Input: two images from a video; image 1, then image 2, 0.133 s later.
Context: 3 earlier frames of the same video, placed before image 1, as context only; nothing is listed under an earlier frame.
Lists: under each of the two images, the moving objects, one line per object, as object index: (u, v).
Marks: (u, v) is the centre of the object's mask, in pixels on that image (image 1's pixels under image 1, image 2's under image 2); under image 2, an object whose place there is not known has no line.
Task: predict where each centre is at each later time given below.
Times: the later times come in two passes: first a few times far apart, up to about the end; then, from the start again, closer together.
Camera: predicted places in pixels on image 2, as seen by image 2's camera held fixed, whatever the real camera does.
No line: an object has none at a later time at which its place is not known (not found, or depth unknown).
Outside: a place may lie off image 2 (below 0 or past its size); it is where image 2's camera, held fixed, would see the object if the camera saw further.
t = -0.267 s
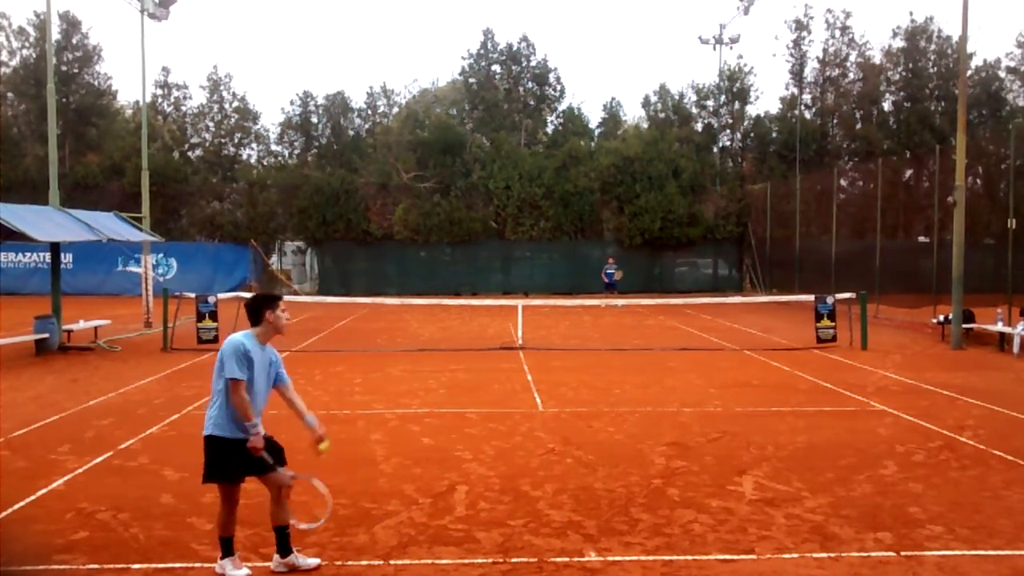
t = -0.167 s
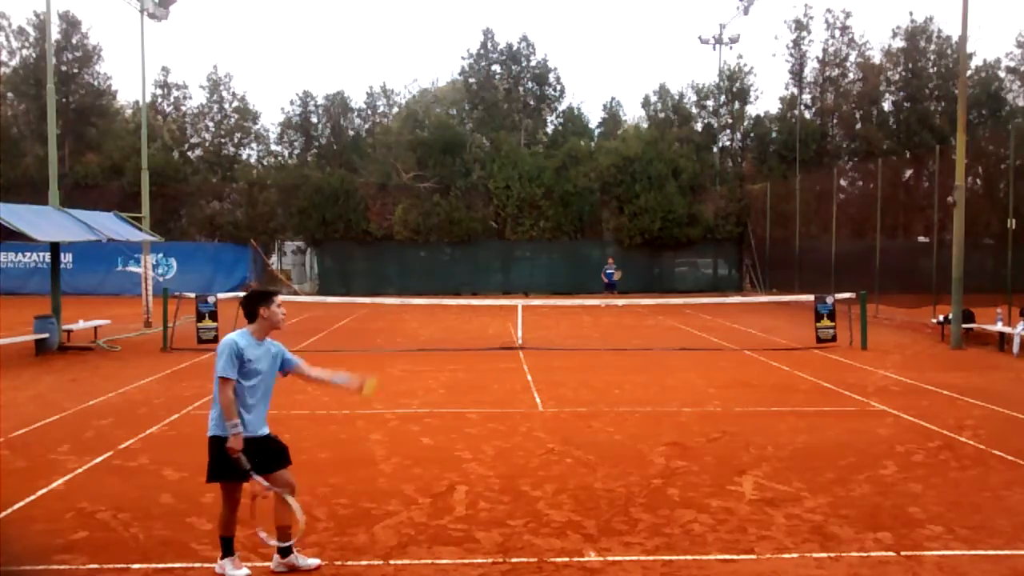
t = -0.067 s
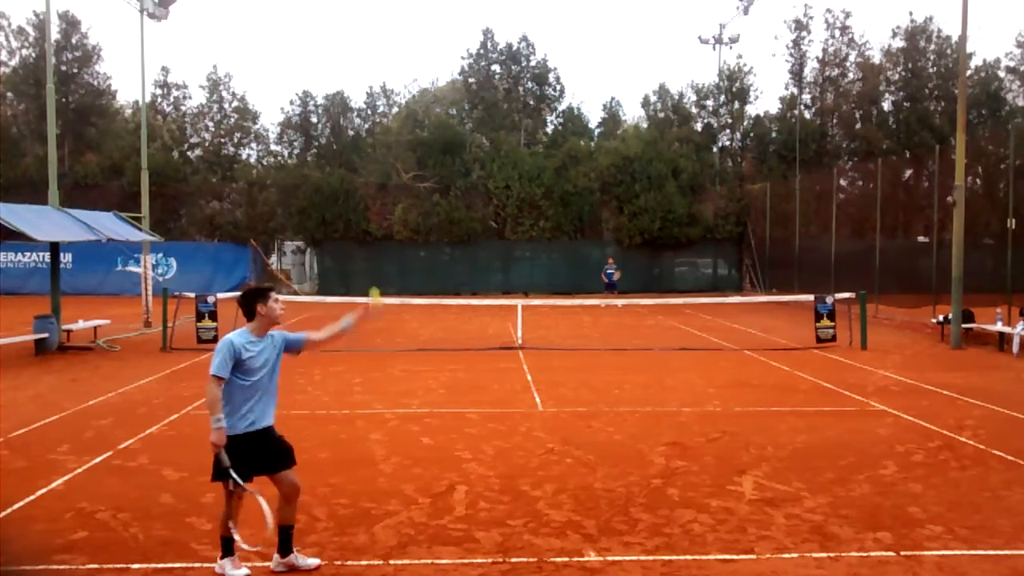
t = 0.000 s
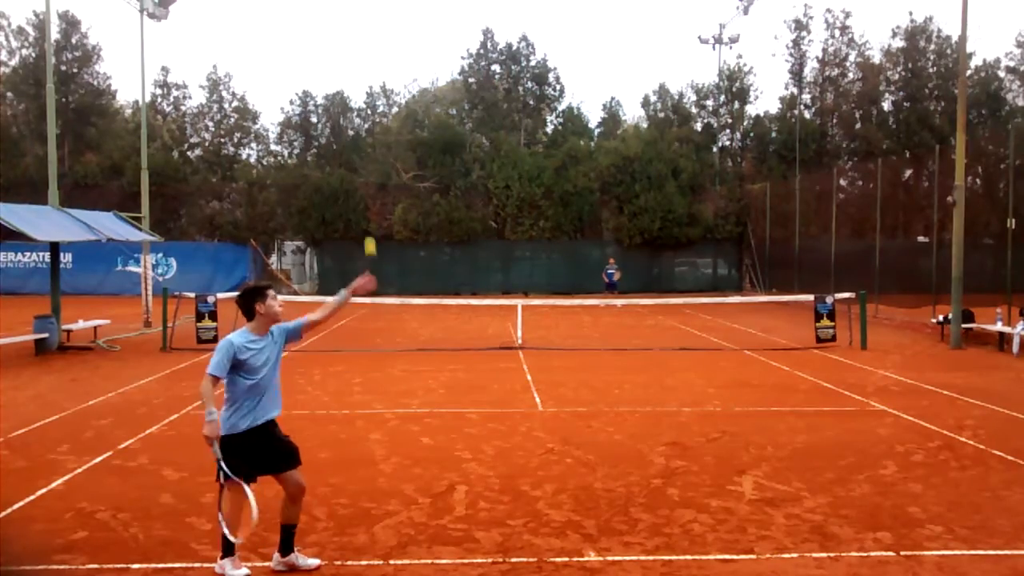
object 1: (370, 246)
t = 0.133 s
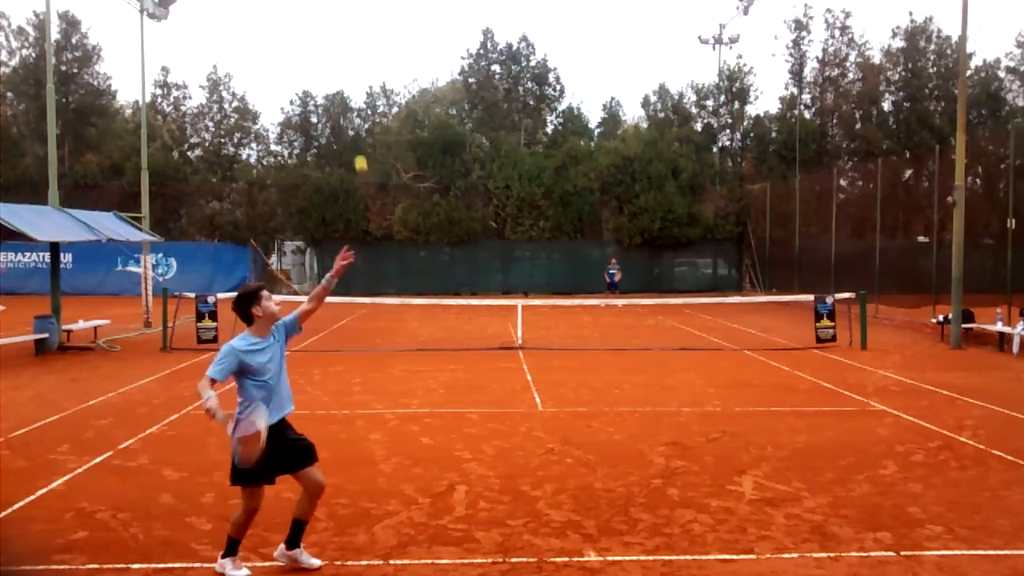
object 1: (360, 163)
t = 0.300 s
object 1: (348, 99)
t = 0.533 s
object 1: (333, 82)
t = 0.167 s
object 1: (358, 147)
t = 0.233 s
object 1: (353, 120)
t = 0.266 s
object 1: (351, 109)
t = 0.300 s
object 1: (348, 99)
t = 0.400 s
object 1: (341, 81)
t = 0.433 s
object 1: (339, 79)
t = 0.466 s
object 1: (337, 78)
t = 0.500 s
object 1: (335, 79)
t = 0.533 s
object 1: (333, 82)
